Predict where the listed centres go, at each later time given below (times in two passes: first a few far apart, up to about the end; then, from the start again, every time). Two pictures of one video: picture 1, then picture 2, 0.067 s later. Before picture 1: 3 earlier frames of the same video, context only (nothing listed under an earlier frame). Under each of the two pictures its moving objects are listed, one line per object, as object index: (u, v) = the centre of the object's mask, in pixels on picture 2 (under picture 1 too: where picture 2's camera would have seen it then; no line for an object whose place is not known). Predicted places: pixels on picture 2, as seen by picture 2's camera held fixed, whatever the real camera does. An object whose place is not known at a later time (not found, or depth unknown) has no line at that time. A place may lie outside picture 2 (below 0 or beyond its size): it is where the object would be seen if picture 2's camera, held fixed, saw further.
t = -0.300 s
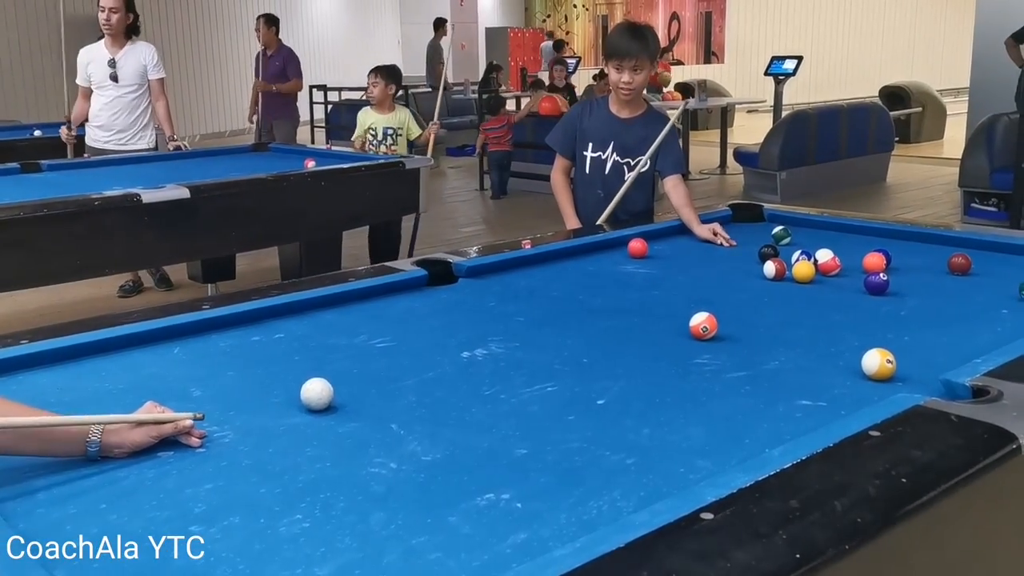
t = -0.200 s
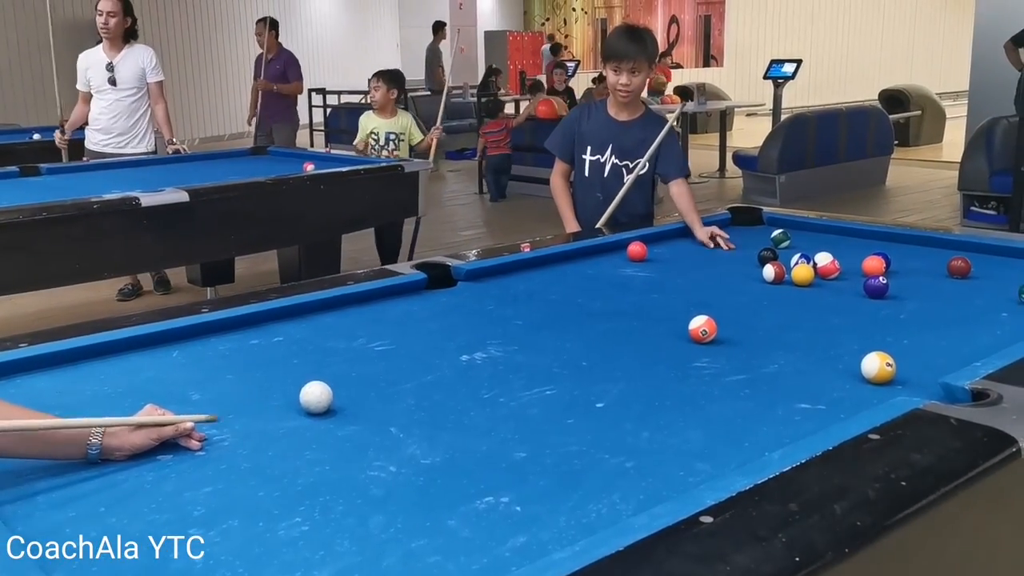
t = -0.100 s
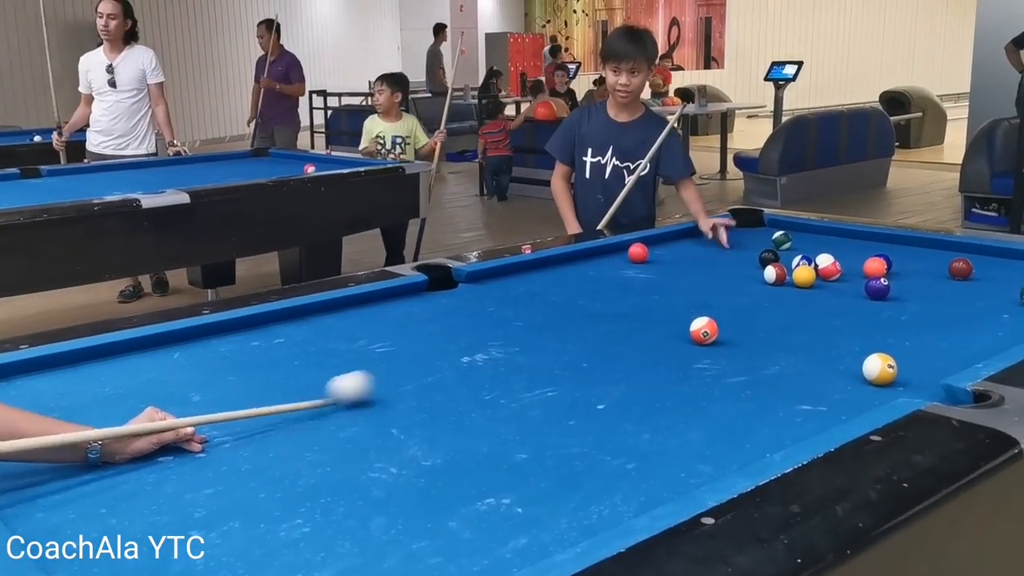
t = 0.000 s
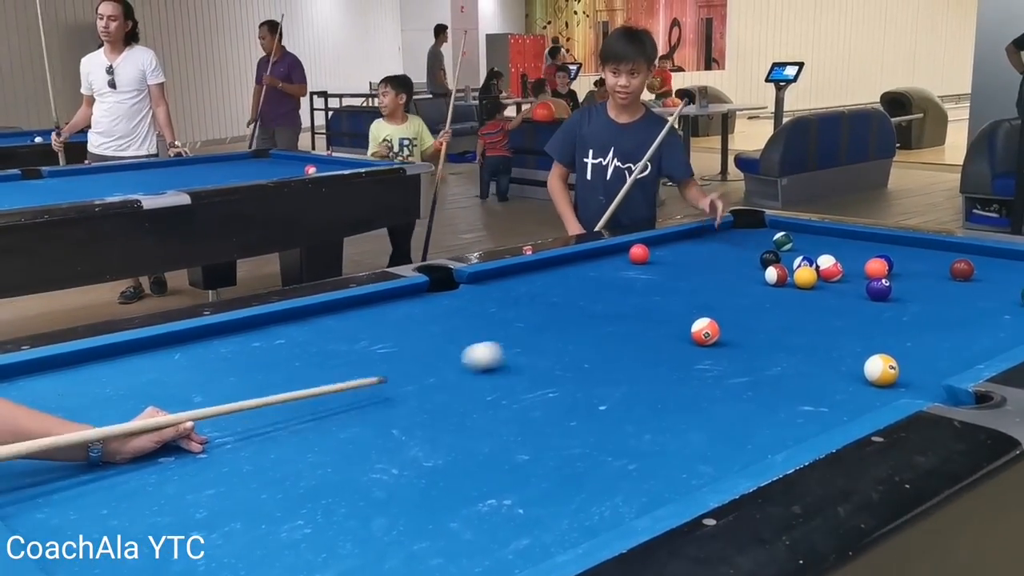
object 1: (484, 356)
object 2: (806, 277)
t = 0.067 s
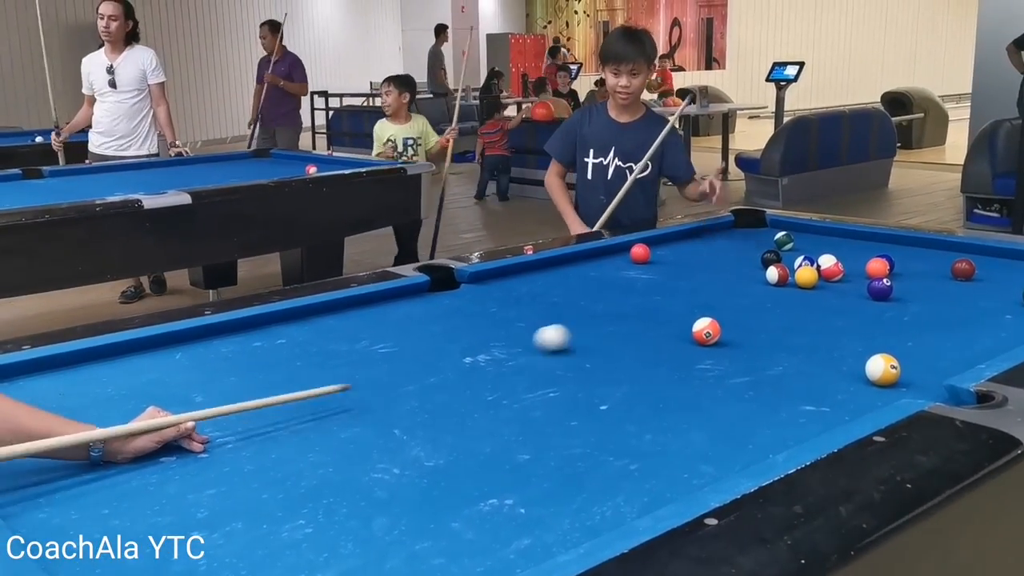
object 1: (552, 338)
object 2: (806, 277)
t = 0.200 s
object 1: (656, 311)
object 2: (806, 277)
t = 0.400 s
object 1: (753, 286)
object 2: (806, 277)
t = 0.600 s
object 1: (802, 281)
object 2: (827, 275)
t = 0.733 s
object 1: (823, 281)
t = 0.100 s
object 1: (581, 331)
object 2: (806, 277)
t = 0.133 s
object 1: (608, 324)
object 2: (806, 277)
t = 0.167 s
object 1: (633, 317)
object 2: (806, 277)
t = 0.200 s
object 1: (656, 311)
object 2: (806, 277)
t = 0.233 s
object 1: (676, 306)
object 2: (806, 277)
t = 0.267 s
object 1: (695, 301)
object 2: (806, 277)
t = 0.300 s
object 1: (712, 297)
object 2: (806, 277)
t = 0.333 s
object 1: (727, 293)
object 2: (806, 277)
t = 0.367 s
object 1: (741, 289)
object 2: (806, 277)
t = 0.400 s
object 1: (753, 286)
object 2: (806, 277)
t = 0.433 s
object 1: (765, 283)
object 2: (806, 277)
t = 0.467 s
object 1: (777, 280)
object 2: (806, 277)
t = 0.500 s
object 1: (788, 280)
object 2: (809, 276)
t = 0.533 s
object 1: (792, 280)
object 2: (816, 275)
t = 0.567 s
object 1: (797, 281)
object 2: (823, 275)
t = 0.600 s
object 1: (802, 281)
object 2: (827, 275)
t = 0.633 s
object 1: (807, 281)
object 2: (831, 275)
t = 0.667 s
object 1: (813, 281)
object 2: (835, 275)
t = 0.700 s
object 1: (818, 281)
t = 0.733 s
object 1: (823, 281)
